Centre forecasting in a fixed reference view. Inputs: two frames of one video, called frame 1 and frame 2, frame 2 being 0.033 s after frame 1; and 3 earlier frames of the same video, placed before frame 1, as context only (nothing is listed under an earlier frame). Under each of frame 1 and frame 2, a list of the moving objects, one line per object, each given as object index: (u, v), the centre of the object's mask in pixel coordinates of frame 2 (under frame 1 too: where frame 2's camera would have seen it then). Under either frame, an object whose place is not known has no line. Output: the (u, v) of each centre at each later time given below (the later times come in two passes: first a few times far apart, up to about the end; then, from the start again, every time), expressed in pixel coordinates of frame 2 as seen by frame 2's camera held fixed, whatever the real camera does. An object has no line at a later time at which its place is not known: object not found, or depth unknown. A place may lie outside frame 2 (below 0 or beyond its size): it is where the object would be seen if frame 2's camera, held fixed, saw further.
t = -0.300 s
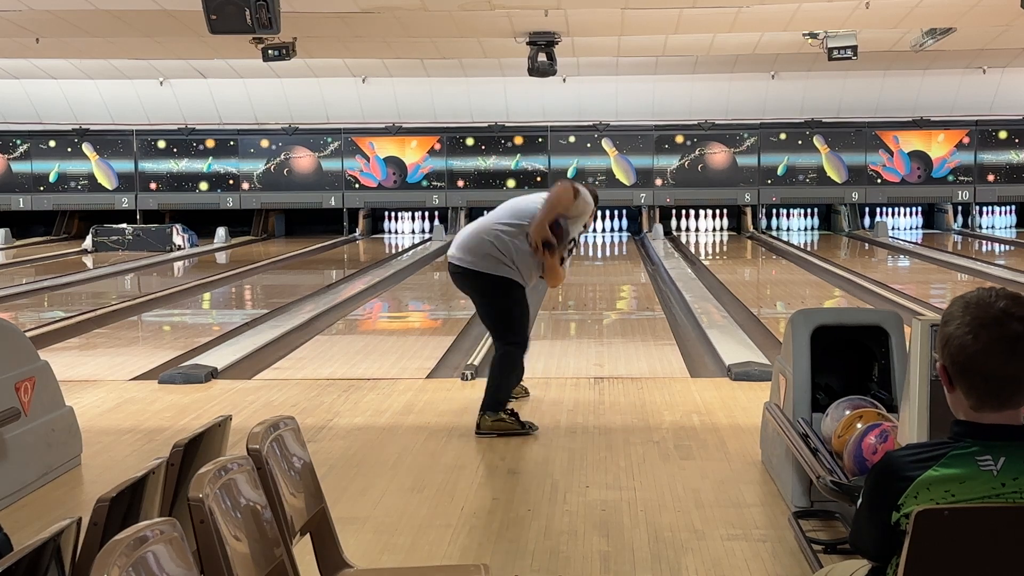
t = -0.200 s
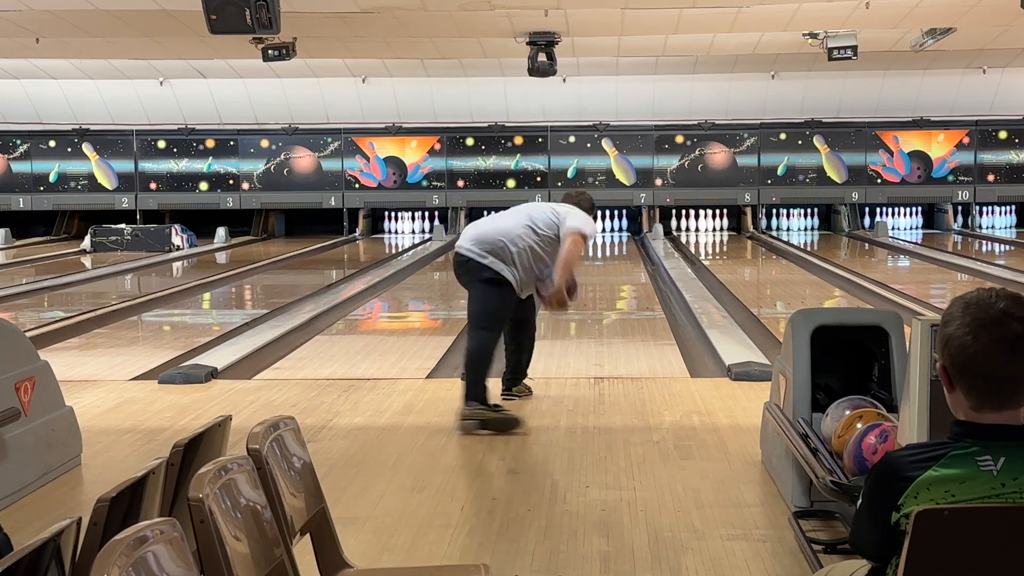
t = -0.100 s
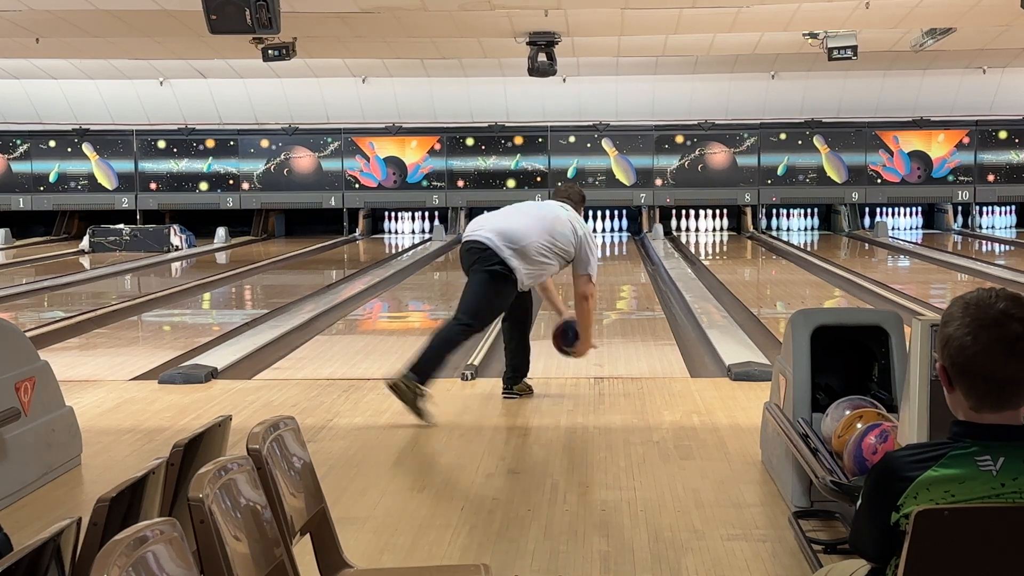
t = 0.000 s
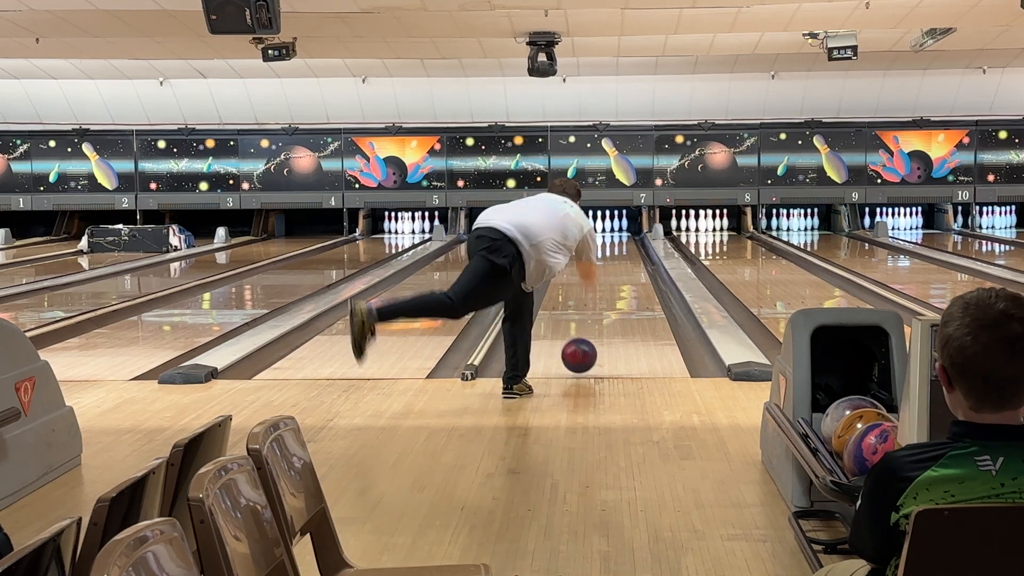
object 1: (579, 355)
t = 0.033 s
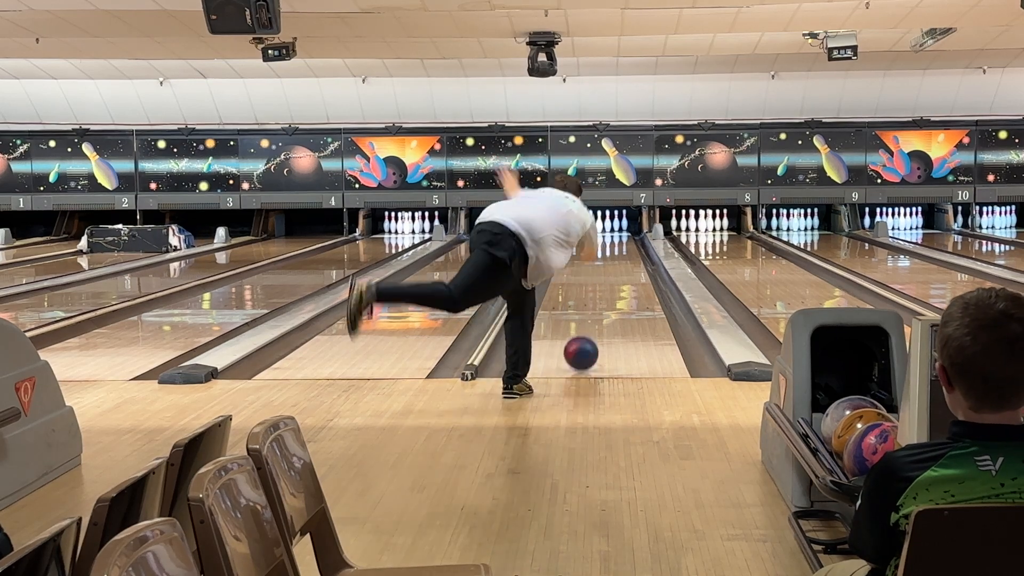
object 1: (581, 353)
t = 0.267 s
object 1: (593, 323)
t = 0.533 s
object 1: (601, 297)
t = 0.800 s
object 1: (608, 280)
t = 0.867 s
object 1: (611, 276)
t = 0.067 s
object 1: (583, 346)
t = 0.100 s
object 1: (585, 341)
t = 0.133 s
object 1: (587, 338)
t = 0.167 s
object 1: (588, 335)
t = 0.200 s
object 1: (590, 331)
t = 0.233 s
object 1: (591, 327)
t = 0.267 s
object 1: (593, 323)
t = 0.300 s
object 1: (594, 319)
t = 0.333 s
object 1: (595, 316)
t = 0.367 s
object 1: (596, 312)
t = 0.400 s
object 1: (597, 309)
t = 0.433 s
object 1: (598, 306)
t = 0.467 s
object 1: (599, 303)
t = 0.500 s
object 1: (600, 300)
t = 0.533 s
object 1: (601, 297)
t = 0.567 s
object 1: (602, 295)
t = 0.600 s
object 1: (603, 293)
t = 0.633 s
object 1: (604, 291)
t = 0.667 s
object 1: (604, 288)
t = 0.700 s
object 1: (605, 286)
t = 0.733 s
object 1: (607, 284)
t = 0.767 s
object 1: (608, 282)
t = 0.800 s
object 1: (608, 280)
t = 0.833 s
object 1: (610, 278)
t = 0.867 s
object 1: (611, 276)
